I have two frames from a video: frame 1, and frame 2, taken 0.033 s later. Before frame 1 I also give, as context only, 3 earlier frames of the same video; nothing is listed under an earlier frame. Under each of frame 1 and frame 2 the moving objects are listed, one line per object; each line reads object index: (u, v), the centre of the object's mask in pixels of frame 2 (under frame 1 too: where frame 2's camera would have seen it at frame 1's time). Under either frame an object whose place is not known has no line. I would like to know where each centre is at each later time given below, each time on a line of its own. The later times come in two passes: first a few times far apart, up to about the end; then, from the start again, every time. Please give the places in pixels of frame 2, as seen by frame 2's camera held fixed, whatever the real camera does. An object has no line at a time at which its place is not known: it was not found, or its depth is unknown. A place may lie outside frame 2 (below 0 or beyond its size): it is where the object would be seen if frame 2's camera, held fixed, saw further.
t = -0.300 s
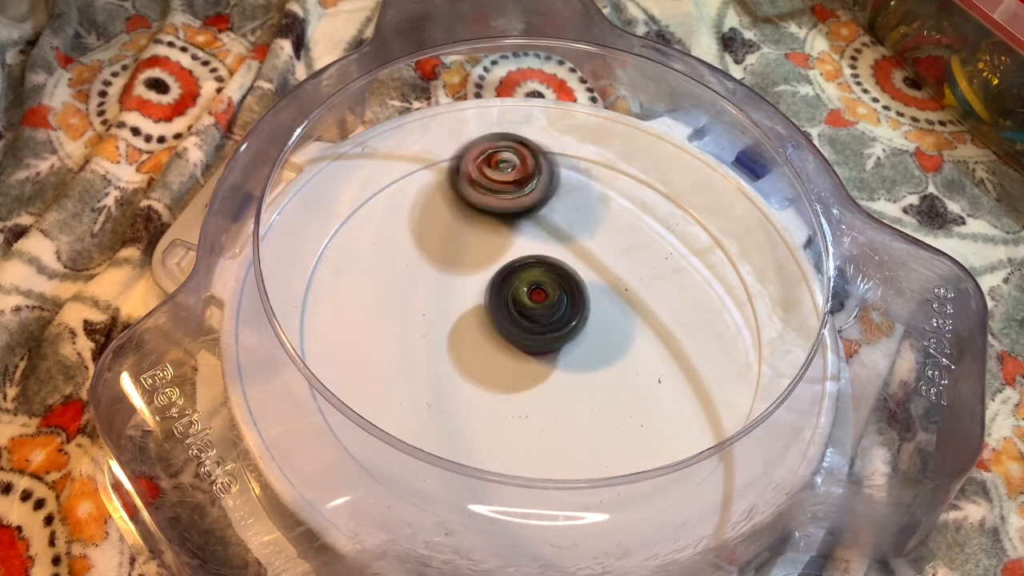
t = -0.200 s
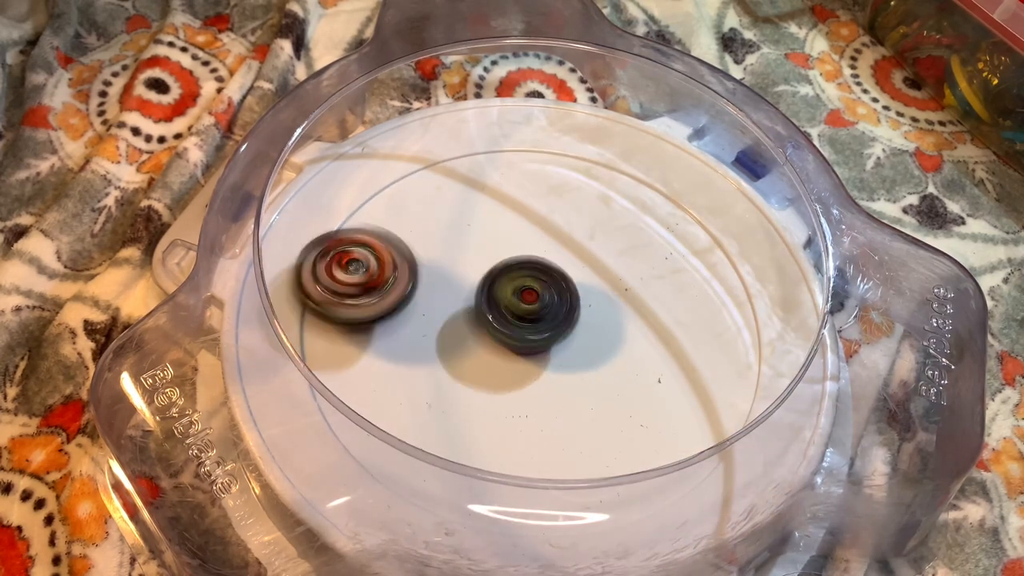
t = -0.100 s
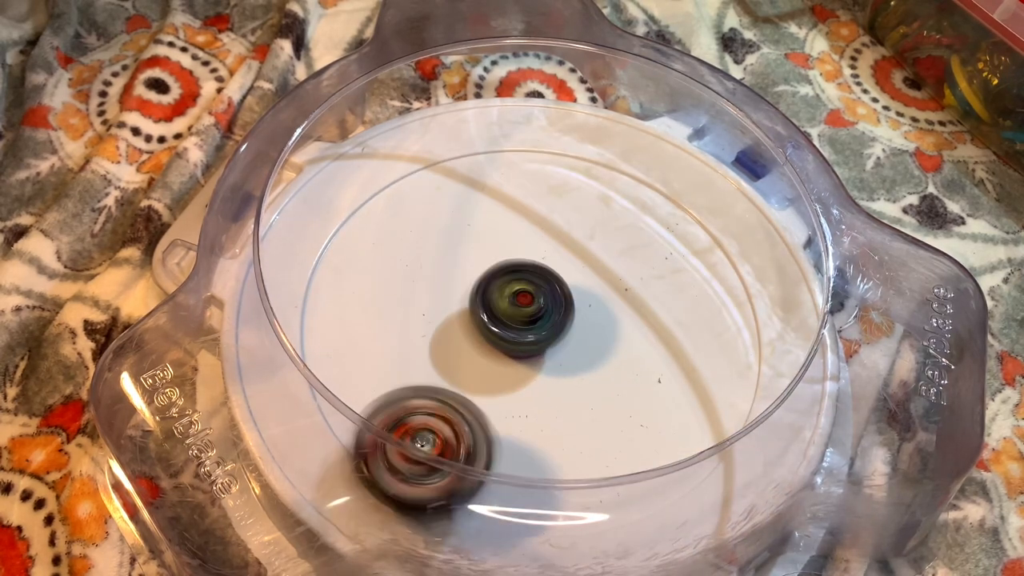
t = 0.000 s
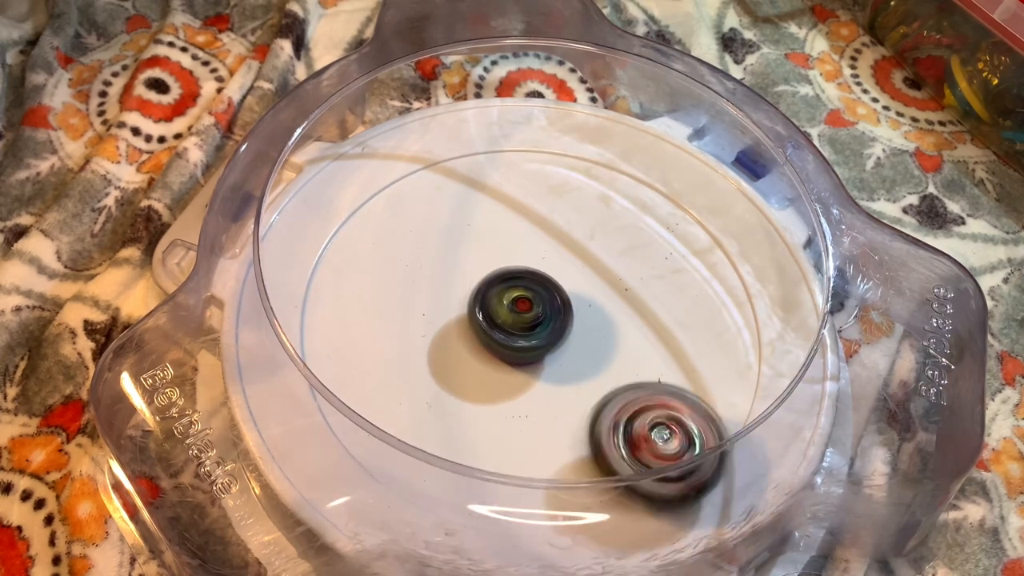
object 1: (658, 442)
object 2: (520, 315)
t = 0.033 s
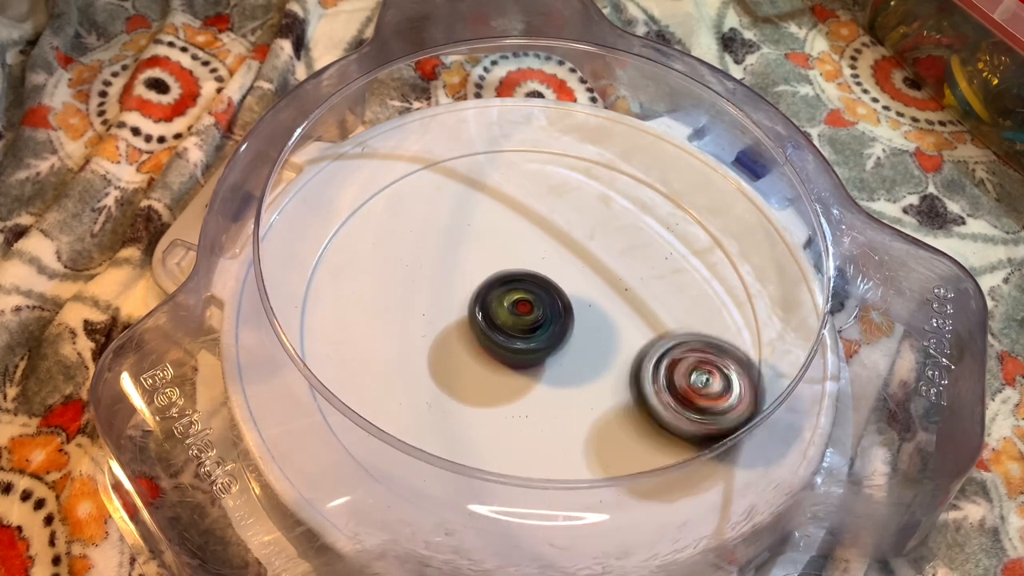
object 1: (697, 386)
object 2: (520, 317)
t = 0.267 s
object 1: (421, 177)
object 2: (538, 328)
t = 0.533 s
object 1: (661, 408)
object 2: (551, 312)
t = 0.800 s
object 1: (446, 193)
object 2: (531, 304)
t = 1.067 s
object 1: (671, 430)
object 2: (519, 321)
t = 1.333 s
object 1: (431, 206)
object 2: (543, 325)
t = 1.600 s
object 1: (636, 411)
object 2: (546, 306)
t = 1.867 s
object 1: (449, 183)
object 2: (518, 307)
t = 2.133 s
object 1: (652, 418)
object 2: (529, 326)
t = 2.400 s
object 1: (465, 209)
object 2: (552, 314)
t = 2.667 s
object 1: (612, 434)
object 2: (531, 303)
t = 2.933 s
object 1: (471, 186)
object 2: (522, 323)
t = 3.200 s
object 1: (596, 419)
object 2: (548, 320)
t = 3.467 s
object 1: (514, 194)
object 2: (538, 302)
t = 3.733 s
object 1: (564, 447)
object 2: (523, 318)
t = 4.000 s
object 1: (521, 198)
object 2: (546, 324)
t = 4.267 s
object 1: (523, 417)
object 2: (540, 304)
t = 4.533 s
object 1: (565, 194)
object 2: (521, 318)
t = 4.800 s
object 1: (509, 424)
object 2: (543, 323)
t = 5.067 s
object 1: (643, 253)
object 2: (531, 303)
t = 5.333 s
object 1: (492, 203)
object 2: (508, 301)
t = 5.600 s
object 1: (371, 242)
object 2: (510, 384)
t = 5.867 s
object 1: (457, 320)
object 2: (608, 429)
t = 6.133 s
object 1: (523, 244)
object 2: (670, 393)
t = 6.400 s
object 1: (505, 238)
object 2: (623, 294)
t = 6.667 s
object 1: (506, 333)
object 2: (607, 215)
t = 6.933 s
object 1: (613, 340)
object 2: (544, 232)
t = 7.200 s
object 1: (542, 279)
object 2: (431, 300)
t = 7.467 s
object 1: (520, 327)
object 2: (390, 327)
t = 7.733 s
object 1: (601, 335)
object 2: (450, 343)
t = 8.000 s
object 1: (620, 264)
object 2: (522, 311)
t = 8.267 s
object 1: (585, 219)
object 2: (499, 318)
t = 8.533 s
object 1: (571, 254)
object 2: (463, 364)
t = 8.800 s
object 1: (590, 296)
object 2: (492, 352)
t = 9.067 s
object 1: (608, 329)
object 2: (494, 325)
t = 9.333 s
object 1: (574, 348)
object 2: (468, 286)
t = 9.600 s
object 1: (542, 363)
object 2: (462, 277)
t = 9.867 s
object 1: (538, 364)
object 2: (495, 277)
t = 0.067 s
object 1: (706, 325)
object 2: (521, 320)
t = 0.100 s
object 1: (689, 267)
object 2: (523, 322)
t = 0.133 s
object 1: (652, 220)
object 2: (525, 325)
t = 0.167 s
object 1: (599, 184)
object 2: (528, 326)
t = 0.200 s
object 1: (541, 164)
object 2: (532, 328)
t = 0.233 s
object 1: (481, 162)
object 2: (535, 328)
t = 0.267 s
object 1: (421, 177)
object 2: (538, 328)
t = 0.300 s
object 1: (374, 210)
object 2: (542, 328)
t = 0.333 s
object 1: (346, 261)
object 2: (544, 326)
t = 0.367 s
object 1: (348, 321)
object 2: (547, 325)
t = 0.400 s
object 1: (382, 381)
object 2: (549, 322)
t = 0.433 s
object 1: (443, 425)
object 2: (551, 320)
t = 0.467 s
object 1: (521, 446)
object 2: (552, 318)
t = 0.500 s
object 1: (599, 441)
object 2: (552, 315)
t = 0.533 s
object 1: (661, 408)
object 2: (551, 312)
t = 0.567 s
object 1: (703, 361)
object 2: (550, 310)
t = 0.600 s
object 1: (717, 307)
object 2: (549, 308)
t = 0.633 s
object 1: (704, 253)
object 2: (546, 306)
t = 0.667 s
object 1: (671, 207)
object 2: (543, 305)
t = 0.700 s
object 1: (620, 177)
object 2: (540, 304)
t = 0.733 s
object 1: (560, 164)
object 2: (537, 304)
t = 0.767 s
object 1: (500, 169)
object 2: (534, 304)
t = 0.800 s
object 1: (446, 193)
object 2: (531, 304)
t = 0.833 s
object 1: (403, 232)
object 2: (528, 305)
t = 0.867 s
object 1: (382, 283)
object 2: (525, 307)
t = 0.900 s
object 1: (385, 341)
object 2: (522, 309)
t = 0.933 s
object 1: (416, 391)
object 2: (520, 310)
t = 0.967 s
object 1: (466, 437)
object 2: (519, 313)
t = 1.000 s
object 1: (538, 459)
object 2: (518, 316)
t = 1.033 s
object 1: (611, 459)
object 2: (518, 319)
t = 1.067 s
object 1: (671, 430)
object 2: (519, 321)
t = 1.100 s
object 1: (706, 381)
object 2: (520, 323)
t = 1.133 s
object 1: (714, 326)
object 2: (523, 325)
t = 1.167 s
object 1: (693, 274)
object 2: (527, 326)
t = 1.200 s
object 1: (652, 231)
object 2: (530, 327)
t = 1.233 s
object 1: (601, 204)
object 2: (533, 328)
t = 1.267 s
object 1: (544, 190)
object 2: (537, 328)
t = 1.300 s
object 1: (486, 190)
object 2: (540, 327)
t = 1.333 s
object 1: (431, 206)
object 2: (543, 325)
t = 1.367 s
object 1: (387, 236)
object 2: (546, 324)
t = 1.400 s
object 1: (360, 279)
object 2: (549, 321)
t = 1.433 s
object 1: (356, 332)
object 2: (551, 318)
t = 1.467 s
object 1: (381, 385)
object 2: (553, 315)
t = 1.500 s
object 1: (434, 428)
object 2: (552, 313)
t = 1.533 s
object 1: (503, 448)
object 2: (551, 310)
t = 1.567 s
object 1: (577, 443)
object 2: (549, 308)
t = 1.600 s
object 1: (636, 411)
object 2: (546, 306)
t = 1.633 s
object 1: (672, 367)
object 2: (543, 304)
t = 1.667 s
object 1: (685, 316)
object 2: (539, 303)
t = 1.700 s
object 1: (674, 266)
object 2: (535, 302)
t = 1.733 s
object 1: (647, 222)
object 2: (531, 302)
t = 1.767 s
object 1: (605, 190)
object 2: (527, 303)
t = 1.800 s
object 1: (555, 170)
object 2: (524, 304)
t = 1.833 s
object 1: (500, 169)
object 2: (521, 305)
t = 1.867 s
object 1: (449, 183)
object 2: (518, 307)
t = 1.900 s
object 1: (407, 217)
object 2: (517, 310)
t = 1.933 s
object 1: (383, 262)
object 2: (516, 313)
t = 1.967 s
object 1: (384, 316)
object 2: (515, 317)
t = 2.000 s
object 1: (409, 366)
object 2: (518, 319)
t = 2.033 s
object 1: (459, 407)
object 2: (520, 321)
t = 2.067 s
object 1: (522, 429)
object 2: (523, 324)
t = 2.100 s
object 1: (590, 437)
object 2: (525, 326)
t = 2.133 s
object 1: (652, 418)
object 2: (529, 326)
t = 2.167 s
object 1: (694, 380)
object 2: (533, 327)
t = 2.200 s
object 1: (711, 331)
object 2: (537, 327)
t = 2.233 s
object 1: (704, 283)
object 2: (541, 325)
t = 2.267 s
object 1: (674, 240)
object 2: (544, 324)
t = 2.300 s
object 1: (626, 209)
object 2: (548, 322)
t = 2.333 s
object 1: (573, 194)
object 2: (550, 319)
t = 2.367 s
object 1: (518, 194)
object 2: (551, 317)
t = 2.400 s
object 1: (465, 209)
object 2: (552, 314)
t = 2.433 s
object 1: (421, 236)
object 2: (551, 311)
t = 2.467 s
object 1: (391, 275)
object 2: (550, 308)
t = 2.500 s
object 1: (379, 321)
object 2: (549, 306)
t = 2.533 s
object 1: (391, 371)
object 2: (546, 304)
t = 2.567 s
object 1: (427, 414)
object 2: (543, 303)
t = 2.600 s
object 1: (483, 445)
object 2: (539, 302)
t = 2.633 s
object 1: (550, 452)
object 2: (535, 302)
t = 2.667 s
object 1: (612, 434)
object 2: (531, 303)
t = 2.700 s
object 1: (656, 397)
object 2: (527, 304)
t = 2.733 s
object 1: (677, 349)
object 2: (525, 306)
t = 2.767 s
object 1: (673, 300)
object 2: (522, 308)
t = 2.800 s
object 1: (652, 256)
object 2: (521, 311)
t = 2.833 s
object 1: (616, 219)
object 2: (519, 315)
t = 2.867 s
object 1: (571, 195)
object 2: (519, 319)
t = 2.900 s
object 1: (521, 183)
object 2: (520, 321)
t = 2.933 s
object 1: (471, 186)
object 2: (522, 323)
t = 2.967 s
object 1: (425, 204)
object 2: (524, 325)
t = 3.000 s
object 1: (391, 237)
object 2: (528, 327)
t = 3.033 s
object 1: (376, 282)
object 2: (531, 328)
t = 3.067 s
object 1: (385, 332)
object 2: (534, 328)
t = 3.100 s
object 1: (418, 377)
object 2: (539, 326)
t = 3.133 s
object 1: (471, 408)
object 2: (543, 324)
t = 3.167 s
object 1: (533, 424)
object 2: (545, 322)
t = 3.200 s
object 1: (596, 419)
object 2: (548, 320)
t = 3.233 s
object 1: (647, 394)
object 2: (549, 317)
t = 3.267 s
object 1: (681, 355)
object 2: (550, 315)
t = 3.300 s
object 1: (694, 311)
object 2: (550, 311)
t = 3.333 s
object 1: (686, 267)
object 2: (549, 309)
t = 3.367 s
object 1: (658, 229)
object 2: (547, 306)
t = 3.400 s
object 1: (614, 202)
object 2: (544, 304)
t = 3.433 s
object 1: (565, 191)
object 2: (541, 303)
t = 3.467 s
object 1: (514, 194)
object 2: (538, 302)
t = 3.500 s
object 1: (466, 211)
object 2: (535, 302)
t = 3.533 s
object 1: (428, 240)
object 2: (531, 303)
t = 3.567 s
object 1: (405, 280)
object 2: (528, 305)
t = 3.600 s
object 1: (398, 326)
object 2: (525, 307)
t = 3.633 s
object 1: (413, 373)
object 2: (524, 309)
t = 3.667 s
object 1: (451, 410)
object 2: (522, 312)
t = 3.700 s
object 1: (502, 440)
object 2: (522, 315)
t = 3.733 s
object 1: (564, 447)
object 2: (523, 318)
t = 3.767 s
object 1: (620, 429)
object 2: (525, 320)
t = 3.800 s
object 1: (658, 395)
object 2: (527, 323)
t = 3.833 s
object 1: (676, 351)
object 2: (530, 325)
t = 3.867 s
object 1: (670, 305)
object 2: (533, 327)
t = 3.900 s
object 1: (647, 263)
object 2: (536, 327)
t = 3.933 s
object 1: (613, 232)
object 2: (540, 327)
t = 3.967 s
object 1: (569, 209)
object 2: (543, 326)
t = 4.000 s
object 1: (521, 198)
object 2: (546, 324)
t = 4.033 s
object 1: (473, 200)
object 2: (549, 321)
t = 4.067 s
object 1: (429, 216)
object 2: (550, 318)
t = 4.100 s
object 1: (396, 246)
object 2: (551, 316)
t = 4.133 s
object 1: (381, 286)
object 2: (550, 313)
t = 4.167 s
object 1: (387, 332)
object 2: (549, 310)
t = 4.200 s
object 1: (416, 372)
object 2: (546, 307)
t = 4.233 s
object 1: (465, 404)
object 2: (543, 306)
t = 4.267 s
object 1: (523, 417)
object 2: (540, 304)
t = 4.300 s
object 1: (582, 414)
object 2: (536, 304)
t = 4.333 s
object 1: (631, 389)
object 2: (532, 304)
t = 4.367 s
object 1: (664, 354)
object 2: (528, 305)
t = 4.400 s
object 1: (675, 312)
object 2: (525, 307)
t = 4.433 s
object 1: (671, 271)
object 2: (523, 310)
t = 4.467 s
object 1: (648, 234)
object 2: (521, 312)
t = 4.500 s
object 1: (610, 206)
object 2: (520, 315)
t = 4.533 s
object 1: (565, 194)
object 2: (521, 318)
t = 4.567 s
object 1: (516, 196)
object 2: (522, 321)
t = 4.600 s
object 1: (473, 211)
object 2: (524, 324)
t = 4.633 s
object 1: (438, 240)
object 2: (527, 326)
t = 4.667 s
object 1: (417, 277)
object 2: (529, 327)
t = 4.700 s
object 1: (412, 320)
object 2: (532, 328)
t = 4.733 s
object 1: (425, 363)
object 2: (537, 328)
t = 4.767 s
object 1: (459, 401)
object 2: (541, 325)
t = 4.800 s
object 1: (509, 424)
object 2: (543, 323)
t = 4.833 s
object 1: (563, 431)
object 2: (546, 321)
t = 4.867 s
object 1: (615, 421)
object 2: (547, 318)
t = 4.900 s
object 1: (655, 392)
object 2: (548, 315)
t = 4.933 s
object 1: (672, 351)
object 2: (548, 312)
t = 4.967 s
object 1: (665, 309)
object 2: (548, 310)
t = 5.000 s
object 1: (658, 289)
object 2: (546, 308)
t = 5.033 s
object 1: (648, 271)
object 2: (539, 306)
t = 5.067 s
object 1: (643, 253)
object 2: (531, 303)
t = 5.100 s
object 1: (631, 235)
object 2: (527, 301)
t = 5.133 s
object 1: (617, 222)
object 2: (524, 300)
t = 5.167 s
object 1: (598, 210)
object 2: (521, 299)
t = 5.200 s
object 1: (578, 202)
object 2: (518, 299)
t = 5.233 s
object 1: (557, 197)
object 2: (516, 299)
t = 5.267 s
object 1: (535, 195)
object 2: (513, 300)
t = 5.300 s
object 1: (513, 197)
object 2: (511, 300)
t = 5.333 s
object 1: (492, 203)
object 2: (508, 301)
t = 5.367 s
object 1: (473, 200)
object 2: (508, 317)
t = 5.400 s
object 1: (452, 195)
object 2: (508, 337)
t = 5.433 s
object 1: (436, 193)
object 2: (508, 352)
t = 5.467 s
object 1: (419, 194)
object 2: (507, 363)
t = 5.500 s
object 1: (401, 199)
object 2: (507, 369)
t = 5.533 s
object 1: (385, 210)
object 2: (507, 374)
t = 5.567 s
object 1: (375, 224)
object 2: (508, 379)
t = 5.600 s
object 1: (371, 242)
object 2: (510, 384)
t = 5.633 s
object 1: (372, 261)
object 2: (513, 388)
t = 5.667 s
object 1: (380, 280)
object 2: (517, 392)
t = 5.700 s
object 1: (393, 299)
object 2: (521, 394)
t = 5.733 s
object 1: (410, 315)
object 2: (526, 396)
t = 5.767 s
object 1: (428, 328)
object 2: (531, 398)
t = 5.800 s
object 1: (437, 327)
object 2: (557, 410)
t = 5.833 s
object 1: (445, 322)
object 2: (586, 423)
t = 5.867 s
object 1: (457, 320)
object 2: (608, 429)
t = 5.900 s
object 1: (471, 316)
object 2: (624, 429)
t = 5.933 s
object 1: (484, 307)
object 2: (637, 428)
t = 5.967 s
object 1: (495, 297)
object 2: (648, 425)
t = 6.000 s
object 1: (505, 287)
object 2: (656, 421)
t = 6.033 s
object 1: (513, 275)
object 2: (662, 416)
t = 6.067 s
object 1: (518, 263)
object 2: (668, 410)
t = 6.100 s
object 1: (520, 254)
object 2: (669, 402)
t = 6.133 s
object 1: (523, 244)
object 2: (670, 393)
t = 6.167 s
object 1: (522, 234)
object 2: (670, 383)
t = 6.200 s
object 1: (519, 228)
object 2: (667, 372)
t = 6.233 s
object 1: (516, 224)
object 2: (664, 361)
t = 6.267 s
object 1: (512, 222)
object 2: (659, 349)
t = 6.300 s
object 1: (509, 223)
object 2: (653, 337)
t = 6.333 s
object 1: (508, 226)
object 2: (643, 323)
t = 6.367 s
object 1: (506, 231)
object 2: (635, 309)
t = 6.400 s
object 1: (505, 238)
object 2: (623, 294)
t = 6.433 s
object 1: (508, 249)
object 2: (612, 280)
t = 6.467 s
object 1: (507, 258)
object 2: (605, 267)
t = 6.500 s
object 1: (497, 268)
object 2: (612, 253)
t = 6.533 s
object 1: (493, 280)
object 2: (618, 240)
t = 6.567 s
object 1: (491, 292)
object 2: (618, 230)
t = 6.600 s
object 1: (492, 307)
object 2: (616, 223)
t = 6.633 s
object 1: (498, 321)
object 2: (612, 218)
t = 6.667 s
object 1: (506, 333)
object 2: (607, 215)
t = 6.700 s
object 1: (518, 345)
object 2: (602, 213)
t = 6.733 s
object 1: (532, 353)
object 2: (595, 213)
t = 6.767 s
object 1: (546, 360)
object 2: (589, 213)
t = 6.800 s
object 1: (563, 365)
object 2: (581, 215)
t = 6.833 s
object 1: (579, 363)
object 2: (573, 216)
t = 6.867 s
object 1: (593, 360)
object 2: (565, 221)
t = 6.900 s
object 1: (606, 352)
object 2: (554, 225)
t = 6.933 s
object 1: (613, 340)
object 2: (544, 232)
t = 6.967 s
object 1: (617, 329)
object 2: (531, 239)
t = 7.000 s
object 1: (616, 316)
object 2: (519, 248)
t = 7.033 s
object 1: (610, 305)
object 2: (504, 257)
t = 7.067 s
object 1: (600, 296)
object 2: (489, 267)
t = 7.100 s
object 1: (587, 287)
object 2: (474, 276)
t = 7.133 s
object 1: (572, 282)
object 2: (459, 286)
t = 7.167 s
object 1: (556, 279)
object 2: (445, 294)
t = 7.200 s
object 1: (542, 279)
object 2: (431, 300)
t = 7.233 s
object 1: (536, 281)
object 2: (414, 305)
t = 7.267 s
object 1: (530, 283)
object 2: (401, 310)
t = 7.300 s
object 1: (522, 289)
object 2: (393, 314)
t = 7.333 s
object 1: (520, 292)
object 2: (388, 317)
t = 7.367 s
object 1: (515, 302)
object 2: (386, 320)
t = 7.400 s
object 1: (514, 311)
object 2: (386, 322)
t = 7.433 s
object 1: (515, 318)
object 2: (388, 324)
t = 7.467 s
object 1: (520, 327)
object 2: (390, 327)
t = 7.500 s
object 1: (524, 332)
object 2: (395, 330)
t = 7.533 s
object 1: (531, 340)
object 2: (402, 333)
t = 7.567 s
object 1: (540, 343)
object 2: (412, 337)
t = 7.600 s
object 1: (546, 345)
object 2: (424, 341)
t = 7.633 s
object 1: (555, 346)
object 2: (439, 344)
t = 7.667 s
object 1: (571, 345)
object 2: (442, 345)
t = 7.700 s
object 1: (588, 341)
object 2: (446, 344)
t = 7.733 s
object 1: (601, 335)
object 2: (450, 343)
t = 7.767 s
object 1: (615, 329)
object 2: (456, 341)
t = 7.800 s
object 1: (625, 320)
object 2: (462, 339)
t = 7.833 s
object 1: (633, 311)
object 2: (472, 335)
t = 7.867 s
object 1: (638, 300)
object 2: (481, 331)
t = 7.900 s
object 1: (638, 290)
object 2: (493, 326)
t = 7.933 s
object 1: (634, 278)
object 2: (505, 321)
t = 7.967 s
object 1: (626, 272)
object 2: (516, 315)
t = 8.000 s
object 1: (620, 264)
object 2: (522, 311)
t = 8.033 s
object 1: (622, 253)
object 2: (515, 312)
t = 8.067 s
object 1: (627, 242)
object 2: (506, 315)
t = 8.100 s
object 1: (626, 232)
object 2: (501, 317)
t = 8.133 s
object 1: (624, 223)
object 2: (500, 318)
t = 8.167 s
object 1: (617, 218)
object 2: (500, 318)
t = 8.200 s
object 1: (609, 214)
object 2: (499, 317)
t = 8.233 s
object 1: (596, 215)
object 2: (498, 317)
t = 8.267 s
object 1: (585, 219)
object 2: (499, 318)
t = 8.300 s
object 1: (575, 227)
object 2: (498, 318)
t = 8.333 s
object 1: (564, 236)
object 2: (499, 319)
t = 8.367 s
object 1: (558, 244)
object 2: (497, 322)
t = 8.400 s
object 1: (555, 250)
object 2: (490, 328)
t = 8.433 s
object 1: (556, 253)
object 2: (481, 336)
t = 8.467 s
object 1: (563, 253)
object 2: (469, 349)
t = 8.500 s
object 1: (569, 254)
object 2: (463, 358)
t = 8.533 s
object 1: (571, 254)
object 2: (463, 364)
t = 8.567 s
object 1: (576, 257)
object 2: (466, 365)
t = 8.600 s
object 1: (578, 260)
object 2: (467, 364)
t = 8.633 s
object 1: (582, 265)
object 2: (468, 363)
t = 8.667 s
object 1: (584, 271)
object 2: (470, 361)
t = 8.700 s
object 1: (587, 276)
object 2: (473, 360)
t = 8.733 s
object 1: (590, 284)
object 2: (478, 359)
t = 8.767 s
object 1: (590, 289)
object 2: (484, 356)
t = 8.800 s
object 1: (590, 296)
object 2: (492, 352)
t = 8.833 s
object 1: (595, 303)
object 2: (492, 350)
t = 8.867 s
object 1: (601, 309)
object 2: (493, 349)
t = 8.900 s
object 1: (606, 315)
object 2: (493, 346)
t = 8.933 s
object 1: (609, 318)
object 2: (494, 342)
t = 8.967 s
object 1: (611, 322)
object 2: (495, 338)
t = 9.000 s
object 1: (610, 325)
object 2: (494, 335)
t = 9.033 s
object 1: (610, 327)
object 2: (494, 330)
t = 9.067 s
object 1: (608, 329)
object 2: (494, 325)
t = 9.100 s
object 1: (606, 331)
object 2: (488, 321)
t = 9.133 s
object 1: (606, 331)
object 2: (483, 315)
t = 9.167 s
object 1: (602, 333)
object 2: (480, 309)
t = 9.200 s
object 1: (597, 334)
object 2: (478, 302)
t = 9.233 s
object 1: (590, 337)
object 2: (475, 300)
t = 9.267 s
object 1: (581, 339)
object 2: (473, 296)
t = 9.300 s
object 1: (577, 344)
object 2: (470, 290)
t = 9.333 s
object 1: (574, 348)
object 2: (468, 286)
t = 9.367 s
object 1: (567, 351)
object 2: (467, 285)
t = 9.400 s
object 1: (565, 352)
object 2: (467, 285)
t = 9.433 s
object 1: (560, 356)
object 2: (469, 286)
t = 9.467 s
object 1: (553, 356)
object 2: (471, 287)
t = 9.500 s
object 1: (551, 357)
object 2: (472, 287)
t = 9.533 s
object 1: (545, 359)
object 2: (470, 284)
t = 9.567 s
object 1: (542, 362)
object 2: (466, 279)
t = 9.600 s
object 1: (542, 363)
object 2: (462, 277)
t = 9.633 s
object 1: (539, 366)
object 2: (463, 276)
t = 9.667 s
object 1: (538, 365)
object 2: (467, 278)
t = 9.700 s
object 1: (537, 366)
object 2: (473, 281)
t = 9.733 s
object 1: (534, 365)
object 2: (479, 281)
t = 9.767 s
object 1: (535, 366)
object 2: (486, 276)
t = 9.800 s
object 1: (536, 367)
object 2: (489, 275)
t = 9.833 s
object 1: (536, 366)
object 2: (493, 276)
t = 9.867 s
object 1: (538, 364)
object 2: (495, 277)
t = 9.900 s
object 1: (536, 362)
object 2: (500, 278)
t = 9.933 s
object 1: (534, 360)
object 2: (506, 275)
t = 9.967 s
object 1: (531, 361)
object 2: (517, 263)
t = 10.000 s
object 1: (529, 361)
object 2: (529, 253)
